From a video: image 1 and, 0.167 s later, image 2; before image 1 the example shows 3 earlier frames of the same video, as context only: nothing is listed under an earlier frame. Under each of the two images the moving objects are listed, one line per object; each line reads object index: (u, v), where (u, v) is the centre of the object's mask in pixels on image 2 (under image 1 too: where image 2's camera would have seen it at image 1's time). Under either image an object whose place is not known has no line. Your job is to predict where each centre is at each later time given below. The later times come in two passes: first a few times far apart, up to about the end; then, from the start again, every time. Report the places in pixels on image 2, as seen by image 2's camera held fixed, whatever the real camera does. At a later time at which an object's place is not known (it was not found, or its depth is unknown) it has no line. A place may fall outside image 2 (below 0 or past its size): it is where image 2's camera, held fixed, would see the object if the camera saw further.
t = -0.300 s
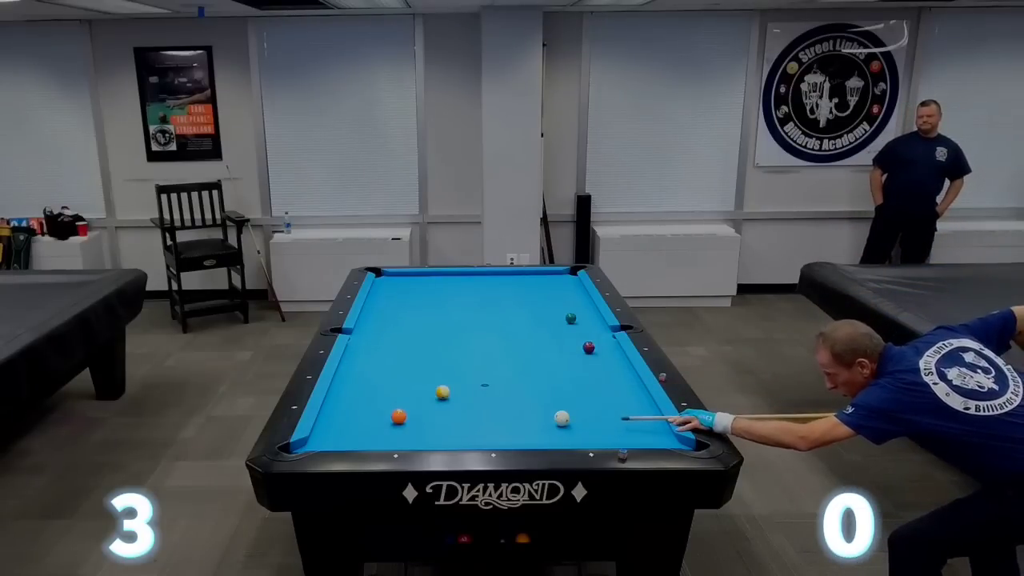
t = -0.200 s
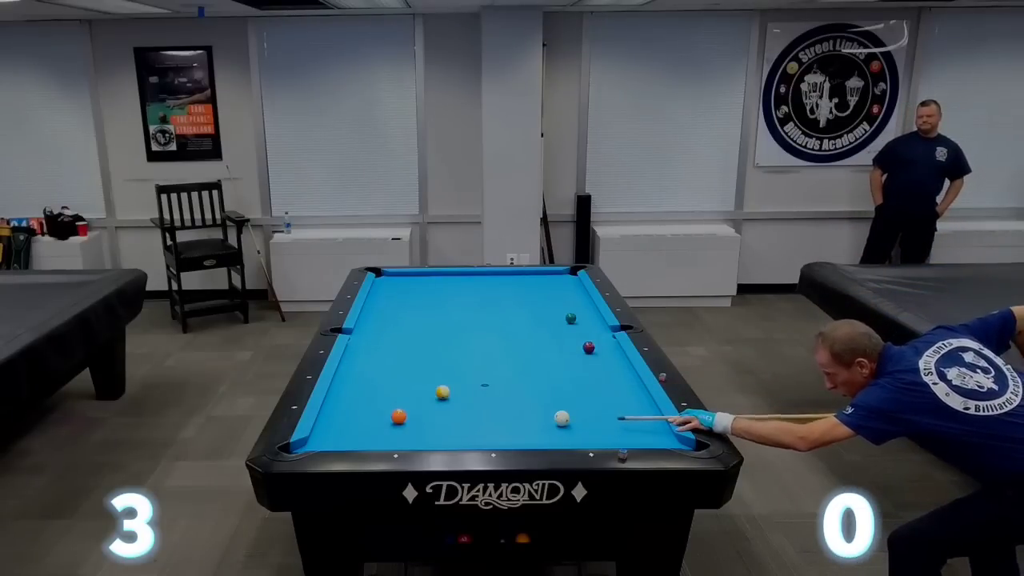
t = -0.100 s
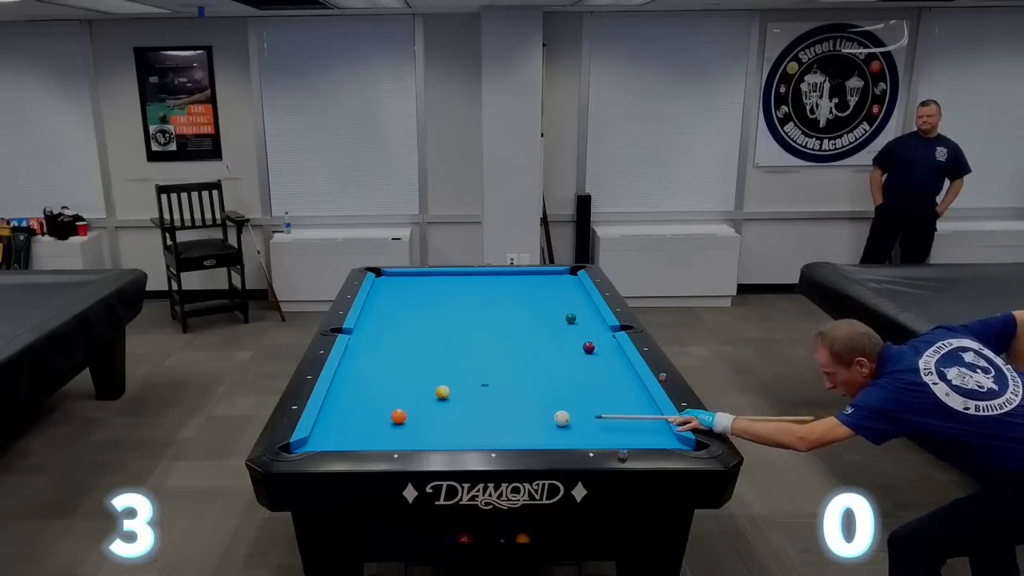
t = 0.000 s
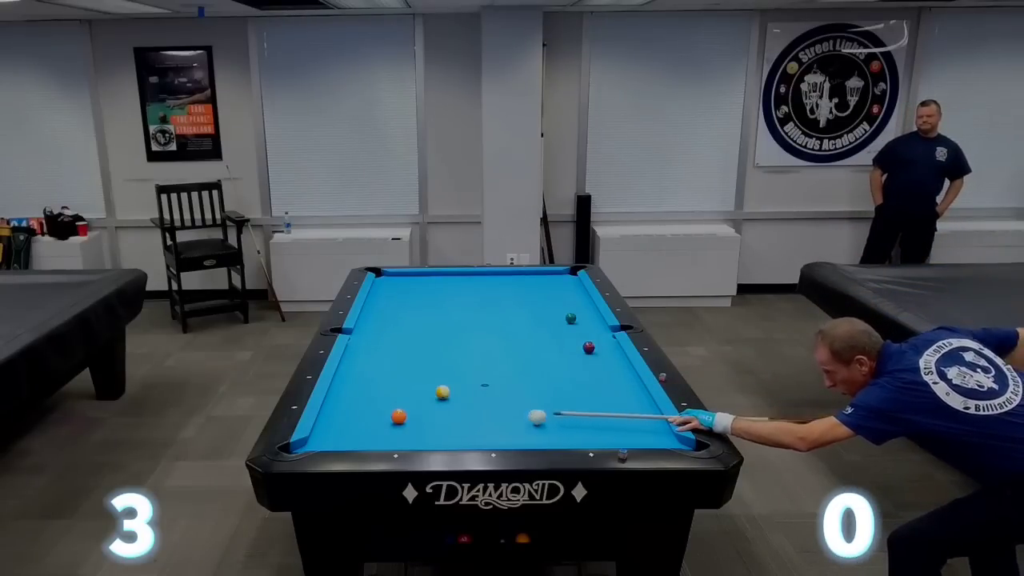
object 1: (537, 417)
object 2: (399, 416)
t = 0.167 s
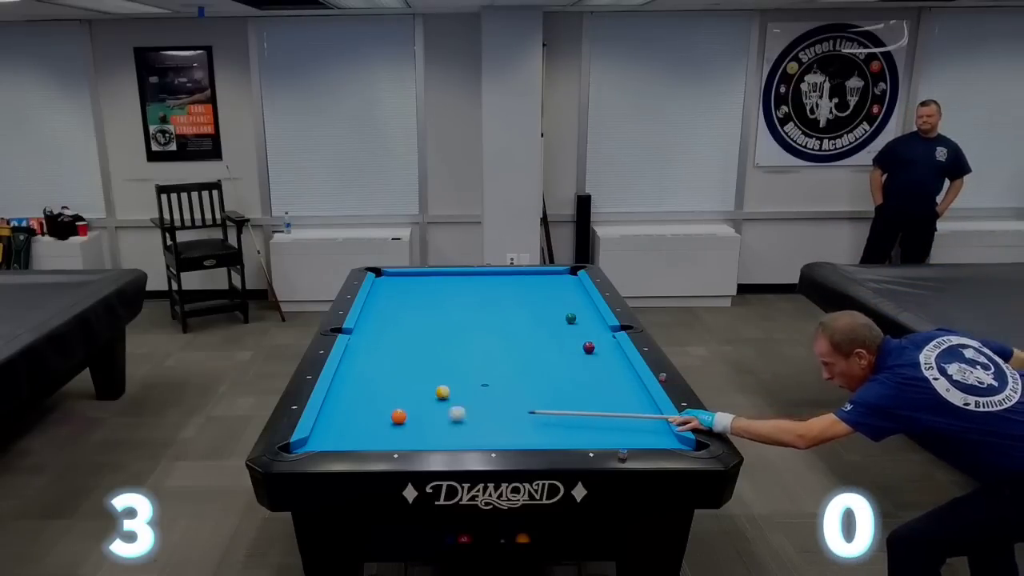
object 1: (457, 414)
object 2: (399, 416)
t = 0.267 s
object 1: (412, 412)
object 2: (398, 417)
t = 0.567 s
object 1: (342, 389)
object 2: (342, 435)
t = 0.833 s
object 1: (377, 370)
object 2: (294, 451)
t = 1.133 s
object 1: (421, 353)
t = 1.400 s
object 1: (455, 339)
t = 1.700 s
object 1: (489, 326)
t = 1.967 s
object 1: (516, 315)
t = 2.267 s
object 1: (543, 304)
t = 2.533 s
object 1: (564, 296)
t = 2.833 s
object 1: (577, 288)
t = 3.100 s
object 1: (564, 283)
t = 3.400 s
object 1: (550, 279)
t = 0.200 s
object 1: (442, 413)
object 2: (399, 416)
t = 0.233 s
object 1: (426, 413)
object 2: (399, 417)
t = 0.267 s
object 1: (412, 412)
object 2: (398, 417)
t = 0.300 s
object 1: (404, 409)
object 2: (391, 419)
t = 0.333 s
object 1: (397, 406)
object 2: (384, 421)
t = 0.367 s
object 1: (389, 403)
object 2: (377, 424)
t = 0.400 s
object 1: (381, 401)
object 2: (370, 425)
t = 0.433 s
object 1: (373, 398)
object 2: (365, 427)
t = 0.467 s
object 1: (365, 396)
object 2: (359, 429)
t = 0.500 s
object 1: (358, 393)
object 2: (353, 431)
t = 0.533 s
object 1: (350, 391)
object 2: (348, 433)
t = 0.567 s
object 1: (342, 389)
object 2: (342, 435)
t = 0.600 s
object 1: (336, 386)
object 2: (336, 436)
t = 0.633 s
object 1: (343, 384)
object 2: (330, 438)
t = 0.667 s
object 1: (349, 382)
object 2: (324, 439)
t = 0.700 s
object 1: (355, 379)
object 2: (318, 441)
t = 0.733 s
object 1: (361, 377)
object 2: (312, 443)
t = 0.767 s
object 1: (366, 375)
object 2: (306, 445)
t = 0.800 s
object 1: (372, 373)
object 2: (300, 448)
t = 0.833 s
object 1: (377, 370)
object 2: (294, 451)
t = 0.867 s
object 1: (382, 368)
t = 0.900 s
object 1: (387, 366)
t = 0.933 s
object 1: (392, 364)
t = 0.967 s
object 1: (397, 362)
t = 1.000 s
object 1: (403, 360)
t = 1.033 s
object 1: (407, 358)
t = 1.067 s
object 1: (412, 357)
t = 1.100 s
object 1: (416, 355)
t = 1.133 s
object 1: (421, 353)
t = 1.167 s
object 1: (425, 351)
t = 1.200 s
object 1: (430, 349)
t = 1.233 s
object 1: (434, 348)
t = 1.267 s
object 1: (439, 346)
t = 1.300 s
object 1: (443, 344)
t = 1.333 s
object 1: (447, 343)
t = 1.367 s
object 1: (451, 341)
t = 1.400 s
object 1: (455, 339)
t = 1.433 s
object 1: (460, 338)
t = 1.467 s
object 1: (464, 336)
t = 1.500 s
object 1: (467, 335)
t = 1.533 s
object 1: (471, 333)
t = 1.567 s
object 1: (475, 331)
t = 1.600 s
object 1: (479, 330)
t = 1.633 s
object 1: (482, 328)
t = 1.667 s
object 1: (486, 327)
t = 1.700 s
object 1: (489, 326)
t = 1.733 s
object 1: (493, 324)
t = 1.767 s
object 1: (496, 323)
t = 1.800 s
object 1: (500, 322)
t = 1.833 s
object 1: (503, 320)
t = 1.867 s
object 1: (506, 319)
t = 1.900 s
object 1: (510, 318)
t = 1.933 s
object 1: (513, 316)
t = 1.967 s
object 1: (516, 315)
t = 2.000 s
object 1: (519, 314)
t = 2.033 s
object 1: (522, 312)
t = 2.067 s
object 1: (525, 311)
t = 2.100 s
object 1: (528, 310)
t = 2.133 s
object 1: (531, 309)
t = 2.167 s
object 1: (534, 308)
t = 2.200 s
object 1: (537, 306)
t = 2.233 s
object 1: (540, 305)
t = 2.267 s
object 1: (543, 304)
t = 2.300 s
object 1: (546, 303)
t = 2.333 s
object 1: (548, 302)
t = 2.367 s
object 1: (551, 301)
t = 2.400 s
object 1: (554, 300)
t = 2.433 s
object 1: (556, 299)
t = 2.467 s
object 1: (559, 298)
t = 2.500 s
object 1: (562, 296)
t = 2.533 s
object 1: (564, 296)
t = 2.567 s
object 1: (567, 295)
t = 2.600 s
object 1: (569, 293)
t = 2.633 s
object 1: (571, 292)
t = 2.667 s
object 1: (574, 291)
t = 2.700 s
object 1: (576, 290)
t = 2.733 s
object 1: (578, 290)
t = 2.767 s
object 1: (581, 289)
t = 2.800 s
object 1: (579, 288)
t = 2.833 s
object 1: (577, 288)
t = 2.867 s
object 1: (575, 287)
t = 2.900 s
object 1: (573, 286)
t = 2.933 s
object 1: (572, 286)
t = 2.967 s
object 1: (570, 285)
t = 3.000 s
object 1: (568, 285)
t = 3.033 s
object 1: (567, 284)
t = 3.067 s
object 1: (565, 284)
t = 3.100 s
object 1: (564, 283)
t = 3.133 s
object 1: (562, 283)
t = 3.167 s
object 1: (561, 282)
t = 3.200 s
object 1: (559, 282)
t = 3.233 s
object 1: (557, 281)
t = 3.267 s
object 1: (556, 281)
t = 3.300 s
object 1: (554, 280)
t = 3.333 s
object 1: (553, 280)
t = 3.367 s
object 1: (551, 279)
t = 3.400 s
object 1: (550, 279)
